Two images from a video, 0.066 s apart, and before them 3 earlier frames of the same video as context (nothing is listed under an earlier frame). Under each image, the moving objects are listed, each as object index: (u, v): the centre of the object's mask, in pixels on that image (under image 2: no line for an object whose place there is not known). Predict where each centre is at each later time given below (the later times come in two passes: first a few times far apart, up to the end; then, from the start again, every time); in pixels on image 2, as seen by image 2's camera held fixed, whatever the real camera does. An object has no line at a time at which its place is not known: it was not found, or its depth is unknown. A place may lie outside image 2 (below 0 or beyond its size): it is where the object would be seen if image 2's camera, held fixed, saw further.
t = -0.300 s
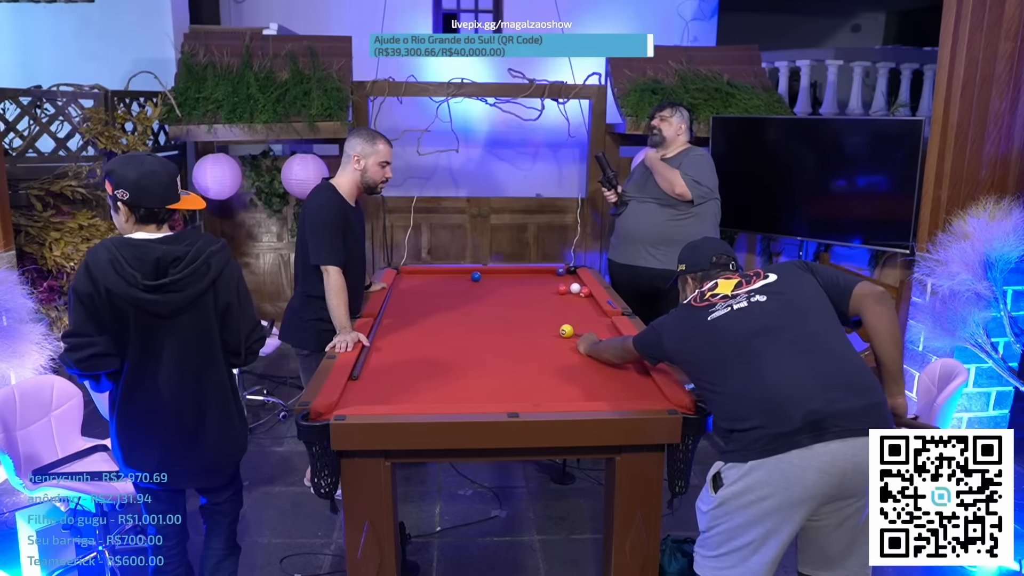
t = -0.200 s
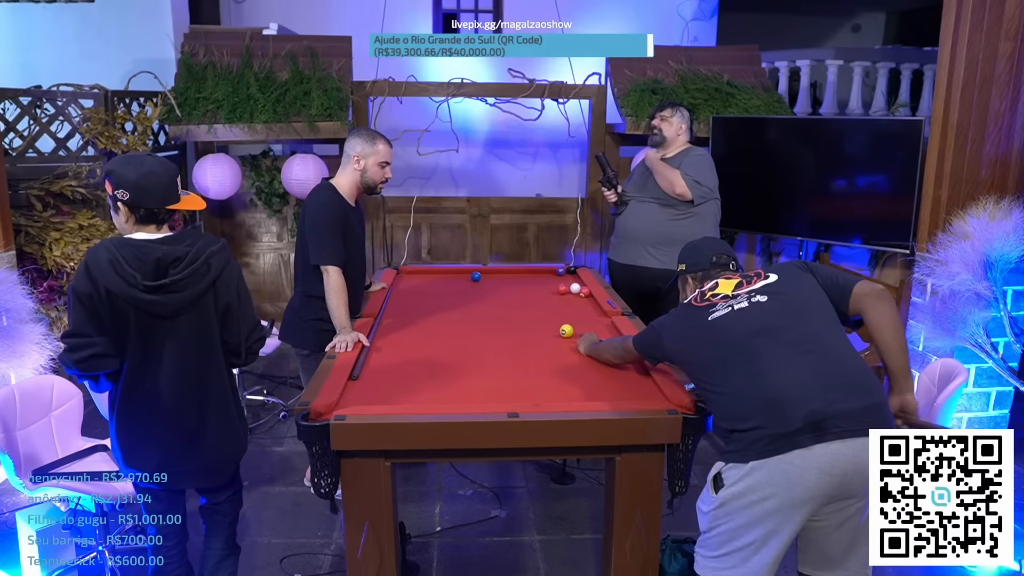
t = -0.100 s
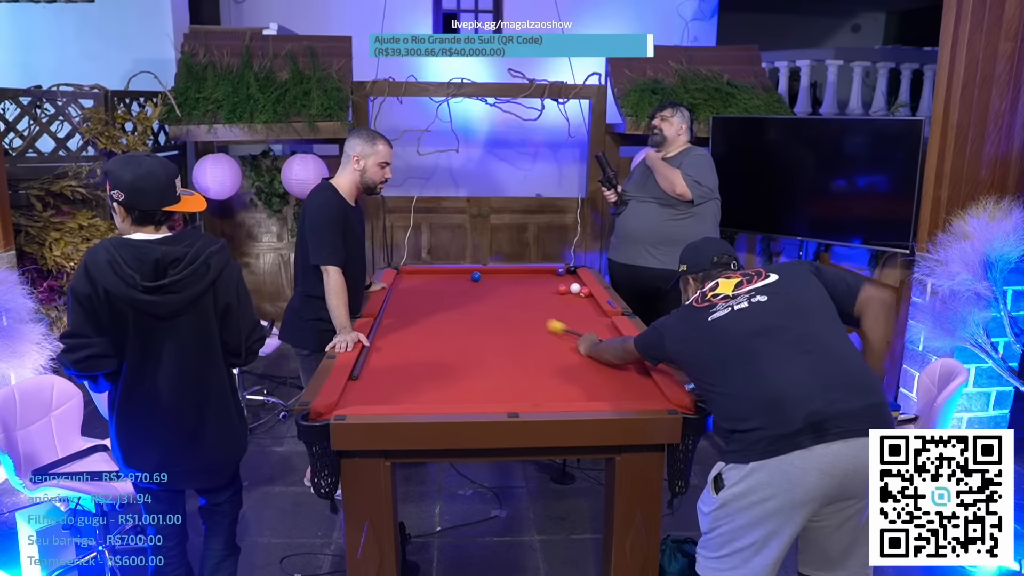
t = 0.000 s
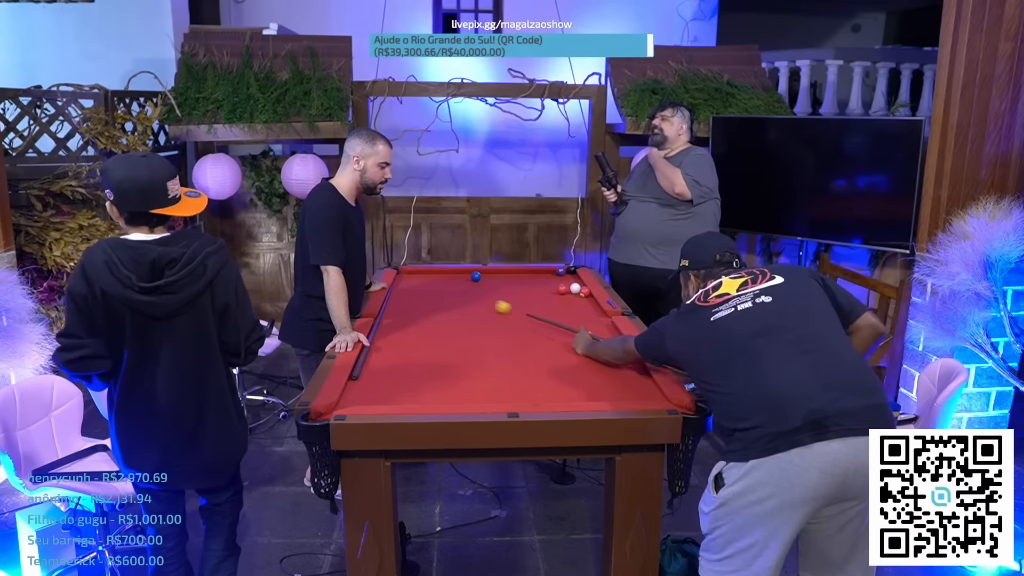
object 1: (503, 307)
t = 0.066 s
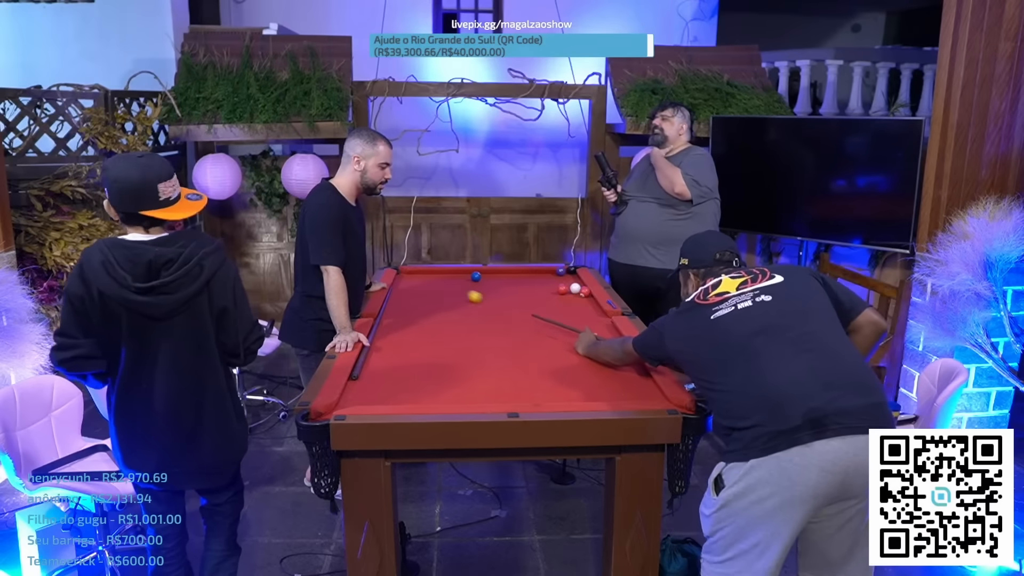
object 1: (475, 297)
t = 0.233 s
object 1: (420, 276)
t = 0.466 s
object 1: (377, 259)
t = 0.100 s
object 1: (462, 292)
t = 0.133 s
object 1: (450, 288)
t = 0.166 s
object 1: (440, 284)
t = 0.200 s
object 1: (429, 280)
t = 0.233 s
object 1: (420, 276)
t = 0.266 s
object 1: (411, 273)
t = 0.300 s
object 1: (403, 270)
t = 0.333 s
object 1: (395, 268)
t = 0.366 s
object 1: (390, 266)
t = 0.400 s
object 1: (385, 263)
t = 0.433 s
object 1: (381, 261)
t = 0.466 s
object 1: (377, 259)
